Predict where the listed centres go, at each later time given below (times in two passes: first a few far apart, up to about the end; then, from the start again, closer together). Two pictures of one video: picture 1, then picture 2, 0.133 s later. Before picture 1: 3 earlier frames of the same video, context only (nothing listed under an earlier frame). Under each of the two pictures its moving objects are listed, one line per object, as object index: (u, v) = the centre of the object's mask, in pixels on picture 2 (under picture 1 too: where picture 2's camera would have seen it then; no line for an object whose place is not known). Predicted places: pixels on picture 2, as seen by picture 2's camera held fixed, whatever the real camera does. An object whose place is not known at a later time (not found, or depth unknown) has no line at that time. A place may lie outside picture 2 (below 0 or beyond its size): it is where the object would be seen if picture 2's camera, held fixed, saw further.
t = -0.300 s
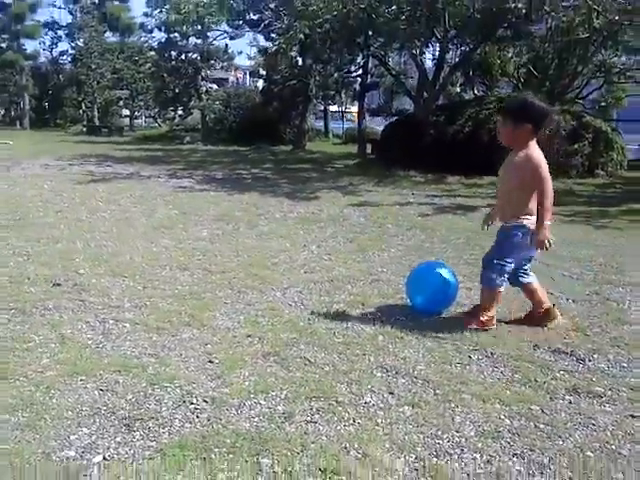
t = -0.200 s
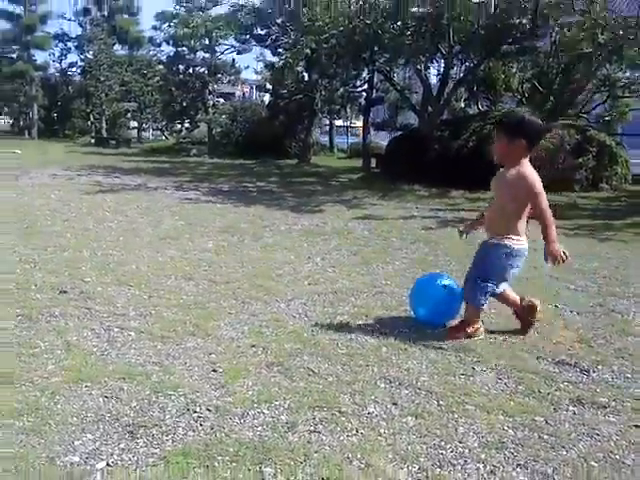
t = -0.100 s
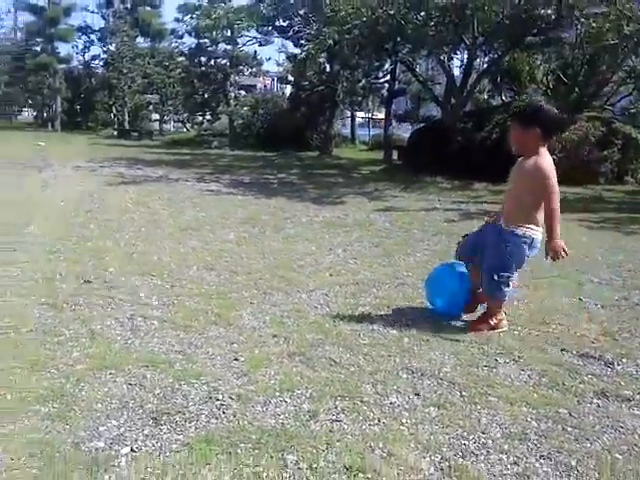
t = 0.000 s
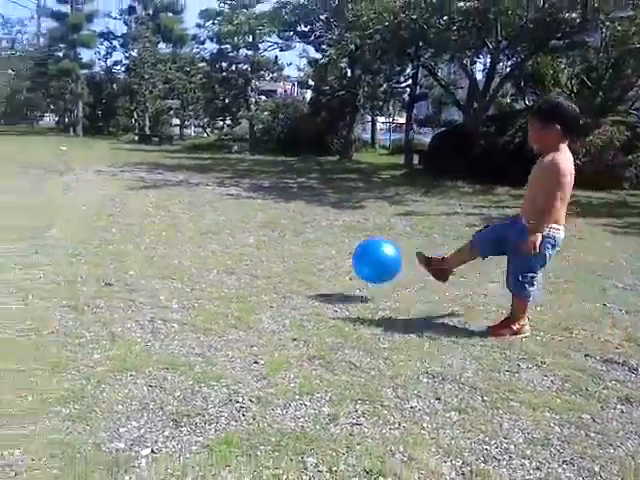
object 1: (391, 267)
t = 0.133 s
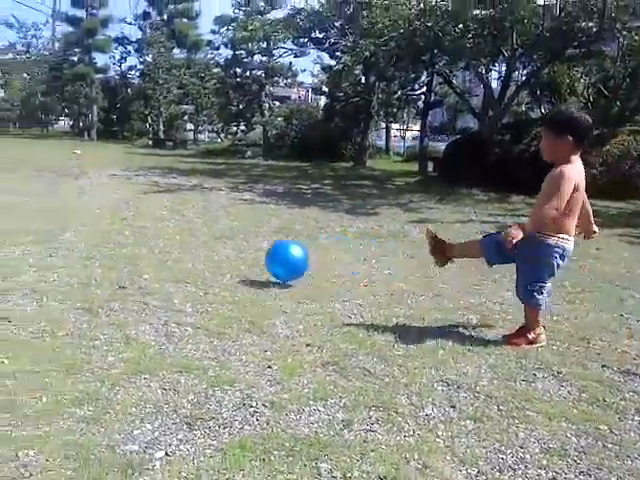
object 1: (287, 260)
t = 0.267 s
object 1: (240, 233)
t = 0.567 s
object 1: (181, 230)
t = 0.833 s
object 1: (135, 220)
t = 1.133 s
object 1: (88, 223)
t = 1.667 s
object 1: (21, 209)
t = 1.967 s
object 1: (-7, 206)
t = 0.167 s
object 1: (265, 264)
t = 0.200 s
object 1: (255, 255)
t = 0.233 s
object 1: (247, 243)
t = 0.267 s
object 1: (240, 233)
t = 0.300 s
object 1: (233, 226)
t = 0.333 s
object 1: (226, 219)
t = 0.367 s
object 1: (220, 215)
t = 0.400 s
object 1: (213, 213)
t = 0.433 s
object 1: (206, 213)
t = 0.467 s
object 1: (199, 214)
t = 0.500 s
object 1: (193, 218)
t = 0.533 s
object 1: (187, 223)
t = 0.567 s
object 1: (181, 230)
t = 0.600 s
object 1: (175, 239)
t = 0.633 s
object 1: (170, 239)
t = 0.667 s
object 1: (164, 230)
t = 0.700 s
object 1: (158, 225)
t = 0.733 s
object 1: (152, 221)
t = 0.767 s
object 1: (147, 219)
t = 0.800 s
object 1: (141, 218)
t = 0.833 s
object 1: (135, 220)
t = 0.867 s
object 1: (130, 222)
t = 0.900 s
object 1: (125, 228)
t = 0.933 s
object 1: (120, 229)
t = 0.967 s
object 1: (114, 224)
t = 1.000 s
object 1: (109, 221)
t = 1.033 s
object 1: (104, 219)
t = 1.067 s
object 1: (98, 219)
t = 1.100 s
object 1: (93, 221)
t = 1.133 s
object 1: (88, 223)
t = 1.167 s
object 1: (83, 221)
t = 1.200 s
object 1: (78, 219)
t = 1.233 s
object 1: (73, 216)
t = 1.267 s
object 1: (69, 216)
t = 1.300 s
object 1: (64, 216)
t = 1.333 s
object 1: (59, 218)
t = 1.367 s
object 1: (55, 215)
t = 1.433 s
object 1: (47, 210)
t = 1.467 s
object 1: (44, 210)
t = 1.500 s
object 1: (40, 211)
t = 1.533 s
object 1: (36, 212)
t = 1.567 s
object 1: (32, 212)
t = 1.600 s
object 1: (28, 211)
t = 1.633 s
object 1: (25, 209)
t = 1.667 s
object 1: (21, 209)
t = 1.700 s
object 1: (18, 209)
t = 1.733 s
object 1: (14, 209)
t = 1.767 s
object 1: (11, 210)
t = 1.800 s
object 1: (7, 210)
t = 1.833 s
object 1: (4, 208)
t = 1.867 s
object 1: (1, 206)
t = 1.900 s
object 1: (-1, 205)
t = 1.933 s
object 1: (-5, 206)
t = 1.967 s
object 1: (-7, 206)
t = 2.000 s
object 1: (-9, 205)
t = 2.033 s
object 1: (-13, 204)
